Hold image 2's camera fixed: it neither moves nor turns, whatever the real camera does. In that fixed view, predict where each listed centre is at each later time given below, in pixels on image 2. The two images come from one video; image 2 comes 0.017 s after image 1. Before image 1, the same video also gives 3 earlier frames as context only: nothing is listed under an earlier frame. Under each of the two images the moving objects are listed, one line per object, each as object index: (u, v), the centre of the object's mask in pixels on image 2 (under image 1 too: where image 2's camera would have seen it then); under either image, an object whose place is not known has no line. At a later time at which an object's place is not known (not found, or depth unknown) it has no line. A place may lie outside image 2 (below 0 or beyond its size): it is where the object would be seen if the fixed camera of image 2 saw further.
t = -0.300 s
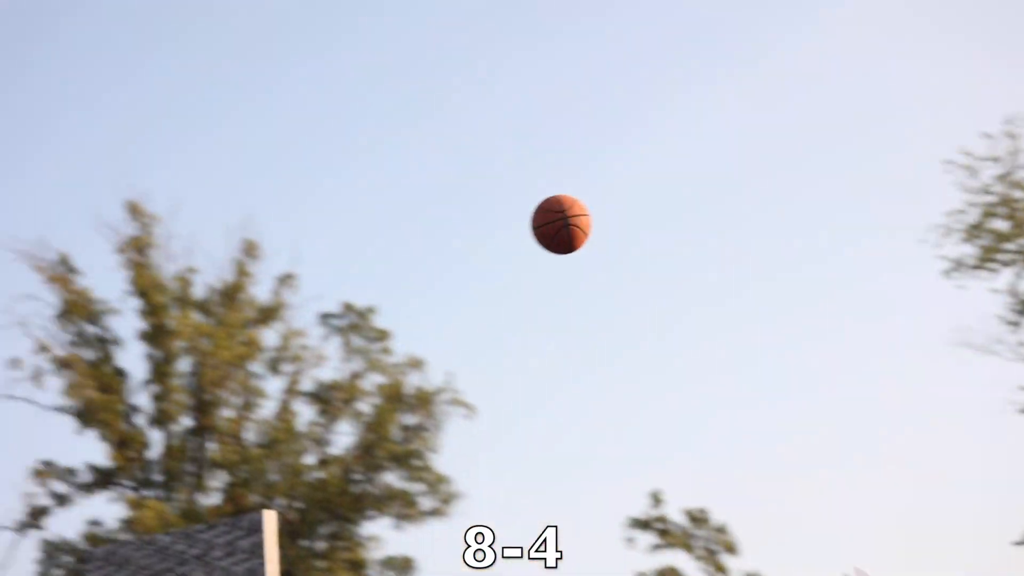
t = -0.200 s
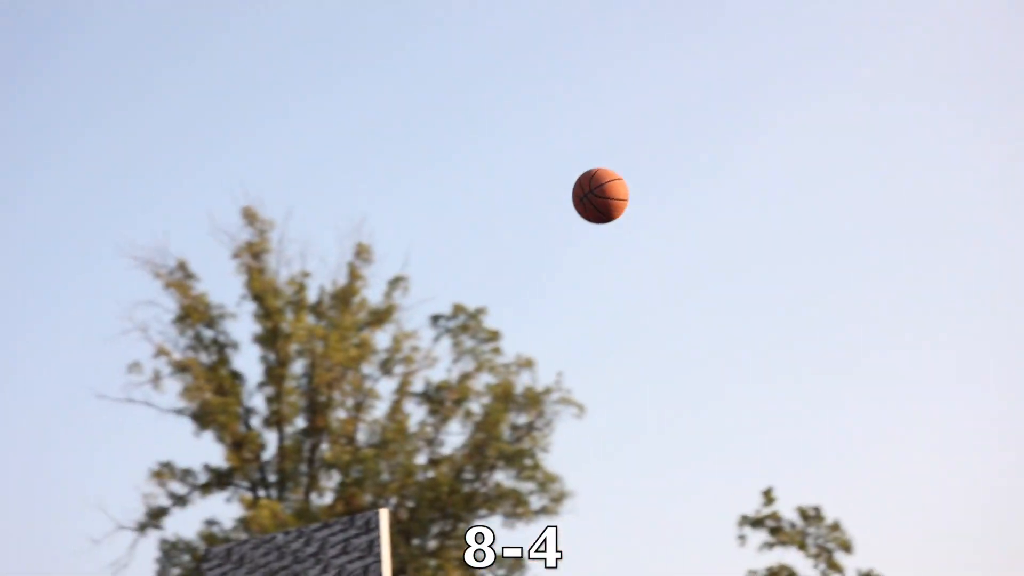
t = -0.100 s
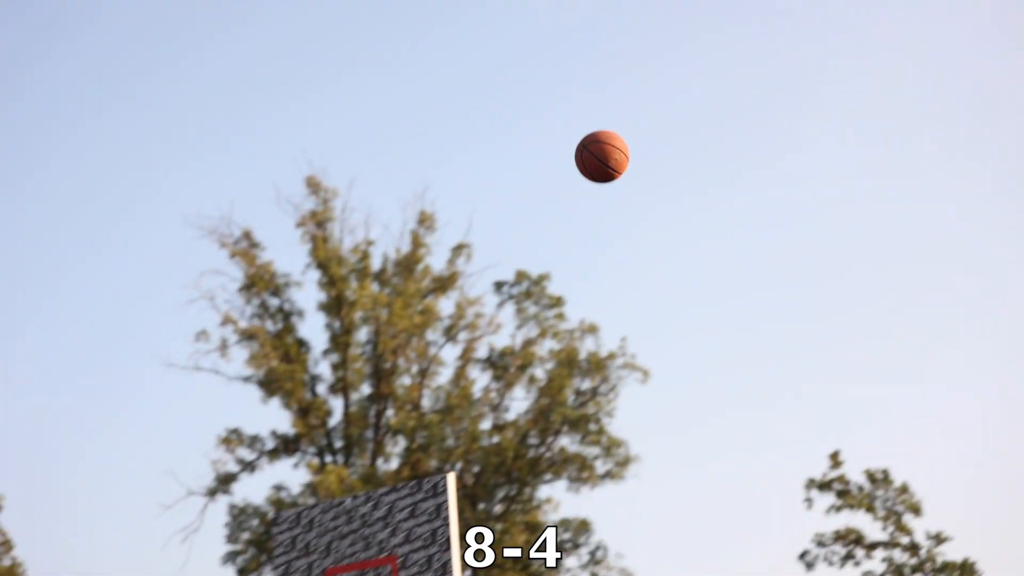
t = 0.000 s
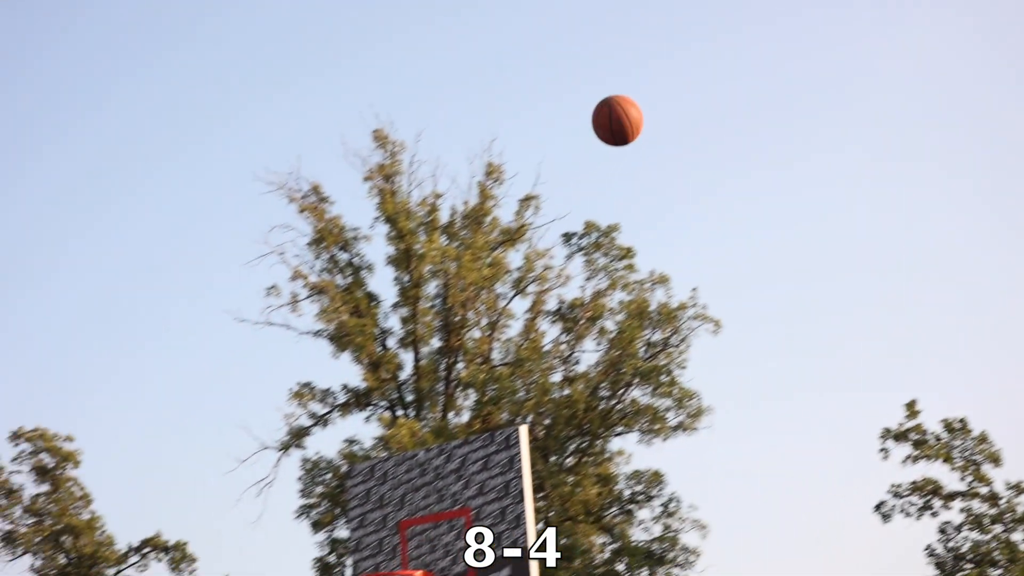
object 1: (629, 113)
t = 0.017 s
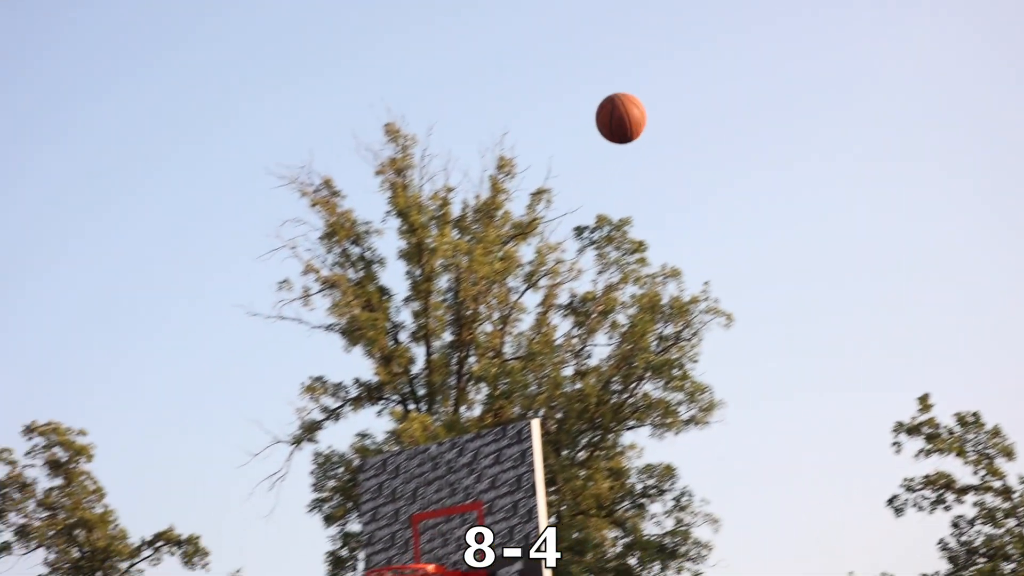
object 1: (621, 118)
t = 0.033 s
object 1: (613, 123)
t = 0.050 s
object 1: (605, 129)
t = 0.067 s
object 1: (598, 136)
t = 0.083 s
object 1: (589, 143)
